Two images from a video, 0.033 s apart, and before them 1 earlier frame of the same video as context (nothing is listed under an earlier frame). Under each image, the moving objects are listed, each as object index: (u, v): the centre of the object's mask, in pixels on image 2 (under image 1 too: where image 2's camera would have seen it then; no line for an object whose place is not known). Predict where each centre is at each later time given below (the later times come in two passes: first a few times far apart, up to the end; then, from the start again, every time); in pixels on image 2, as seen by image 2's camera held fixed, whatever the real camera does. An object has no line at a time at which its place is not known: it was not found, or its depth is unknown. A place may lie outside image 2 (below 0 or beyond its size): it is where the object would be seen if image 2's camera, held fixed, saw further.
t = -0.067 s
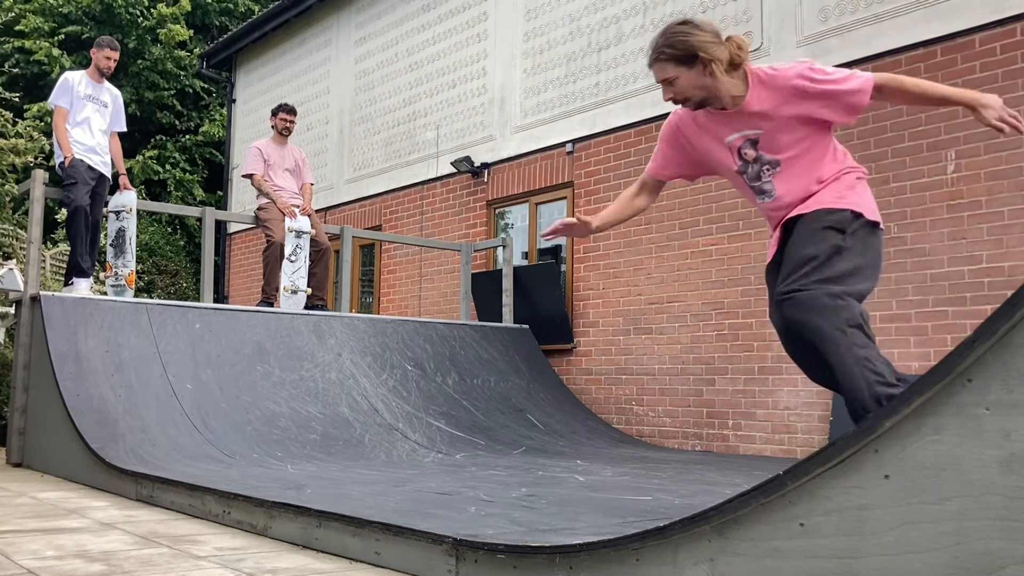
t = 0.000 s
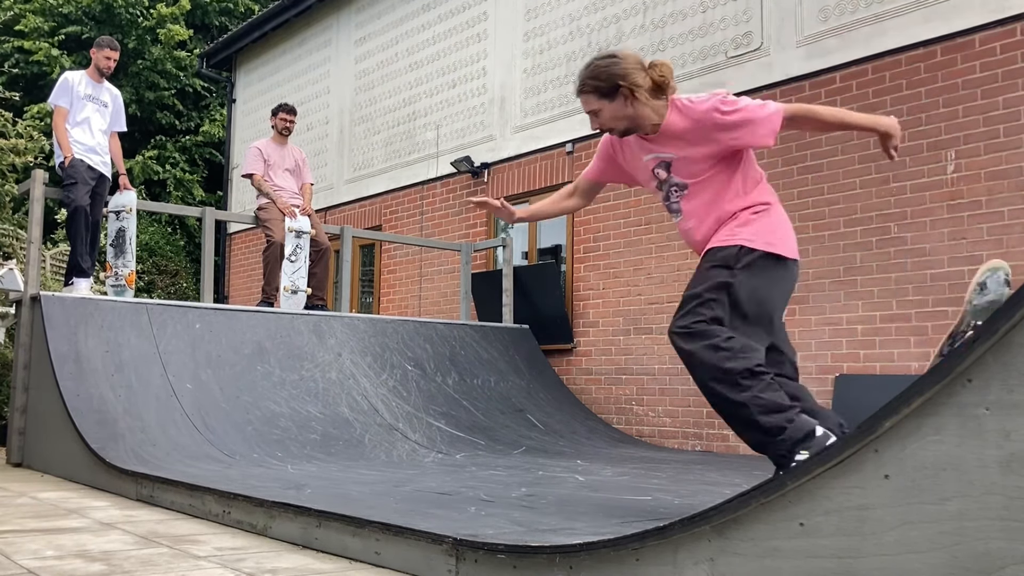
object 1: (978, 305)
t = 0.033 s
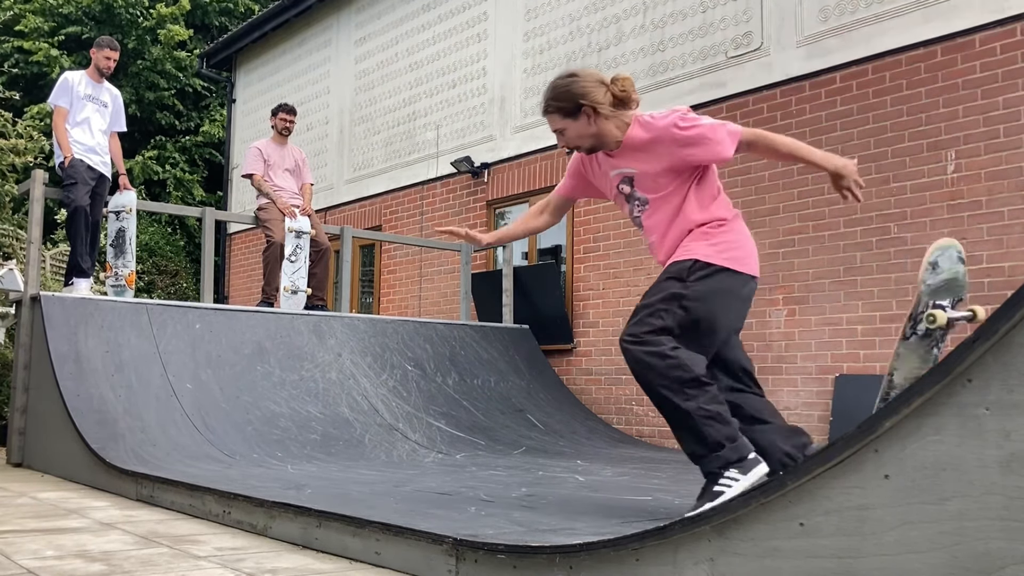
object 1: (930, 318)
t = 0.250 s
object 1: (740, 372)
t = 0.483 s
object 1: (621, 478)
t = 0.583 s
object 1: (572, 493)
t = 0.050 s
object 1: (909, 319)
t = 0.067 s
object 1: (890, 321)
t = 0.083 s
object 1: (873, 322)
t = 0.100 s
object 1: (857, 325)
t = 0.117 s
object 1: (842, 326)
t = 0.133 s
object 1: (827, 329)
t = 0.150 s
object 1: (813, 333)
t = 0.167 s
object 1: (799, 338)
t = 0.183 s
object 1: (787, 344)
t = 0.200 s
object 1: (774, 350)
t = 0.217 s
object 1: (762, 358)
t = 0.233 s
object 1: (751, 365)
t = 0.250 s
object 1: (740, 372)
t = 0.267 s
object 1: (729, 380)
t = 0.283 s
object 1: (718, 388)
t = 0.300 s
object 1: (707, 398)
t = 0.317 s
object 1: (697, 407)
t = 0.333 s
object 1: (685, 417)
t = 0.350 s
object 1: (676, 429)
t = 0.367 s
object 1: (666, 440)
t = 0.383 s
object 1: (657, 453)
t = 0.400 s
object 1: (650, 465)
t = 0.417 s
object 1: (646, 476)
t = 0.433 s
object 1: (641, 478)
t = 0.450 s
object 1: (635, 477)
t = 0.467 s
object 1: (628, 478)
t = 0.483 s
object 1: (621, 478)
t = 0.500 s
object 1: (612, 481)
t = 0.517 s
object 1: (605, 484)
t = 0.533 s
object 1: (596, 487)
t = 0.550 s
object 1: (590, 490)
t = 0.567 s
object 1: (581, 492)
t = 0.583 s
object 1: (572, 493)
